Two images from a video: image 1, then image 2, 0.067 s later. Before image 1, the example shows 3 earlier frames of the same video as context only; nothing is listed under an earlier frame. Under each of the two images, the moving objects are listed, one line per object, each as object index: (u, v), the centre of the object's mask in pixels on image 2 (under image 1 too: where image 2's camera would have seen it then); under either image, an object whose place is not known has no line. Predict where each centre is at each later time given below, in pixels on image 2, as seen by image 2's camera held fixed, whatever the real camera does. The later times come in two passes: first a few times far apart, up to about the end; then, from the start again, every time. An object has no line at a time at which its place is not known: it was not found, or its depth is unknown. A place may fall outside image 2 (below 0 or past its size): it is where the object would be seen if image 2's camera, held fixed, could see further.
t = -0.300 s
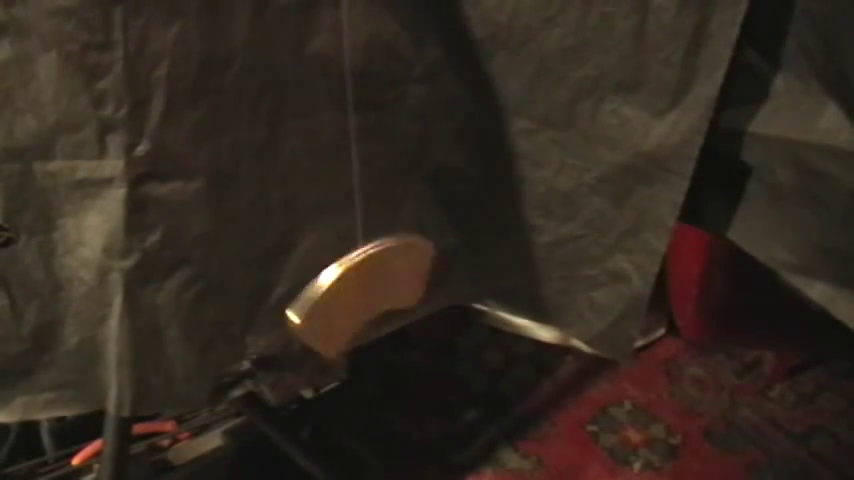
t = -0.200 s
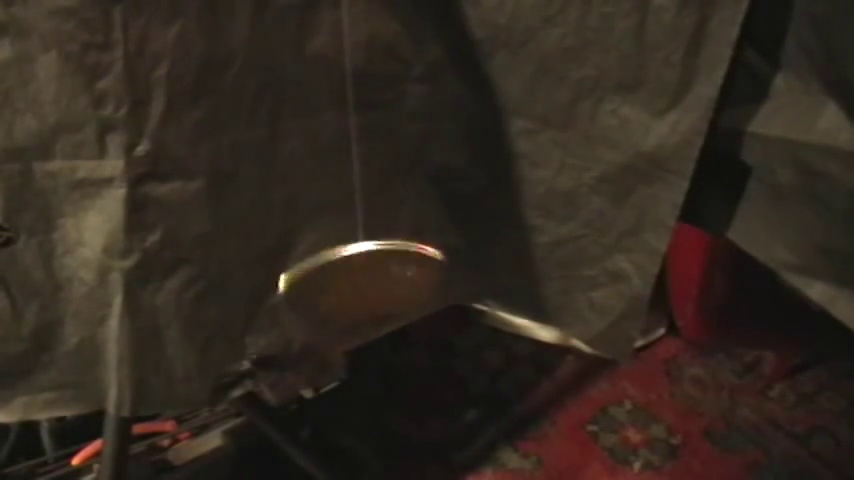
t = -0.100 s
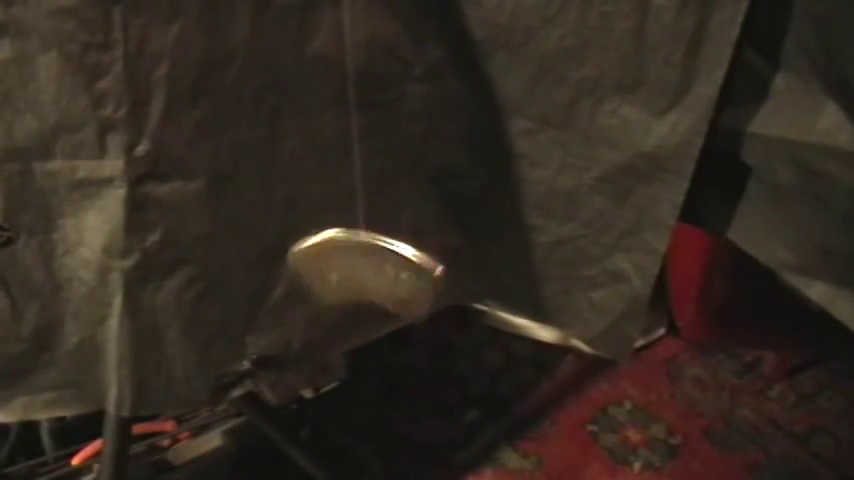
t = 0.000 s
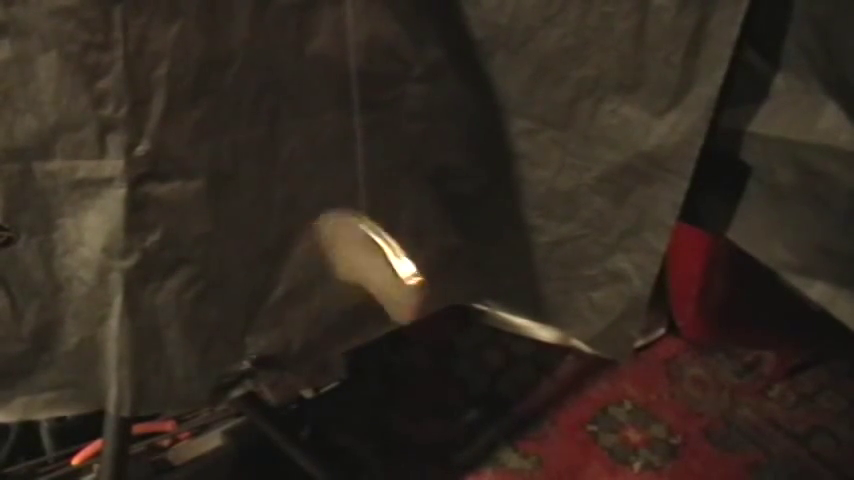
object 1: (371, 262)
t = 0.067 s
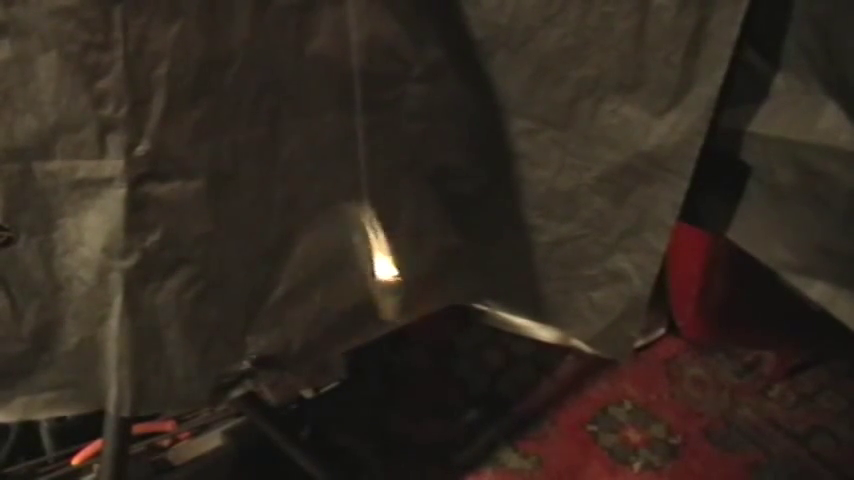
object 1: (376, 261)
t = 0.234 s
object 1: (374, 250)
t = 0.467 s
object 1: (373, 250)
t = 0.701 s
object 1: (373, 272)
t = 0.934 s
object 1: (360, 293)
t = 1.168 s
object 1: (365, 280)
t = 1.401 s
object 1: (371, 257)
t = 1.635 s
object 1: (368, 250)
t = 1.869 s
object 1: (372, 254)
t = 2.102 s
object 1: (368, 279)
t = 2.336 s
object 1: (368, 292)
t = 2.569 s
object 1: (372, 271)
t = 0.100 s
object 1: (401, 251)
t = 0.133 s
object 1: (397, 252)
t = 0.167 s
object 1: (393, 252)
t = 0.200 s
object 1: (389, 251)
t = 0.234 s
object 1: (374, 250)
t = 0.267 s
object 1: (382, 250)
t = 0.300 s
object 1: (381, 249)
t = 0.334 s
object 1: (380, 248)
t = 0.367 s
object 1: (379, 248)
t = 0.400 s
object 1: (378, 248)
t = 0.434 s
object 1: (375, 250)
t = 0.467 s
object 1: (373, 250)
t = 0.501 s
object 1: (375, 246)
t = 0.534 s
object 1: (374, 246)
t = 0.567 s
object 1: (374, 250)
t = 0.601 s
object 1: (374, 255)
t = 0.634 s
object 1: (374, 260)
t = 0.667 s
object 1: (372, 265)
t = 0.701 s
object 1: (373, 272)
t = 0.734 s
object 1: (373, 285)
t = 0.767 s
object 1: (366, 290)
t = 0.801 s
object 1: (361, 295)
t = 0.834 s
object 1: (362, 293)
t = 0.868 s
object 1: (359, 294)
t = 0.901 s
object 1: (358, 296)
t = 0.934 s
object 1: (360, 293)
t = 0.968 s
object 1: (360, 293)
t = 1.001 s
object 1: (361, 292)
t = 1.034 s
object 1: (361, 291)
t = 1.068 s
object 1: (361, 290)
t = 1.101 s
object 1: (361, 287)
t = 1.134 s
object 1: (362, 284)
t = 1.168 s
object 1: (365, 280)
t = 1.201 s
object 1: (368, 273)
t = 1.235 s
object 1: (369, 271)
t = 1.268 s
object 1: (368, 269)
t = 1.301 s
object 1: (370, 265)
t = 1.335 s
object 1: (371, 262)
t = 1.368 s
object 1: (373, 259)
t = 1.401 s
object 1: (371, 257)
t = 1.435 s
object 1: (370, 255)
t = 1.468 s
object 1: (369, 254)
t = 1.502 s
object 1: (369, 252)
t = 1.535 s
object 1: (368, 250)
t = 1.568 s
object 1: (367, 250)
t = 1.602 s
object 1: (366, 250)
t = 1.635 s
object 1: (368, 250)
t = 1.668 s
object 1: (367, 250)
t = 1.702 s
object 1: (376, 247)
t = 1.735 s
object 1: (375, 247)
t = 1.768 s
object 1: (375, 248)
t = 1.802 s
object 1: (374, 250)
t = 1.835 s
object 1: (373, 252)
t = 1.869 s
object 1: (372, 254)
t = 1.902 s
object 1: (371, 257)
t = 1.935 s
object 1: (371, 261)
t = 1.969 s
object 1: (371, 265)
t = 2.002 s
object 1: (371, 266)
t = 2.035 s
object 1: (370, 272)
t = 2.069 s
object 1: (369, 276)
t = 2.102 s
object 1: (368, 279)
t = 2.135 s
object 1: (367, 282)
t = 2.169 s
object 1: (367, 286)
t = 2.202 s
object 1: (367, 289)
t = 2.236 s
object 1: (367, 290)
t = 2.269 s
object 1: (367, 291)
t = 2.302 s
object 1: (367, 292)
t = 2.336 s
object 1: (368, 292)
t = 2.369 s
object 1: (369, 290)
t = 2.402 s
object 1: (369, 288)
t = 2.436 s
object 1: (370, 286)
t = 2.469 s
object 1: (370, 283)
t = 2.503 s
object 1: (370, 278)
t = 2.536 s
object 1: (371, 275)
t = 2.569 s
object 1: (372, 271)
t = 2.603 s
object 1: (373, 268)
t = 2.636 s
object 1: (374, 264)
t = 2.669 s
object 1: (376, 259)
